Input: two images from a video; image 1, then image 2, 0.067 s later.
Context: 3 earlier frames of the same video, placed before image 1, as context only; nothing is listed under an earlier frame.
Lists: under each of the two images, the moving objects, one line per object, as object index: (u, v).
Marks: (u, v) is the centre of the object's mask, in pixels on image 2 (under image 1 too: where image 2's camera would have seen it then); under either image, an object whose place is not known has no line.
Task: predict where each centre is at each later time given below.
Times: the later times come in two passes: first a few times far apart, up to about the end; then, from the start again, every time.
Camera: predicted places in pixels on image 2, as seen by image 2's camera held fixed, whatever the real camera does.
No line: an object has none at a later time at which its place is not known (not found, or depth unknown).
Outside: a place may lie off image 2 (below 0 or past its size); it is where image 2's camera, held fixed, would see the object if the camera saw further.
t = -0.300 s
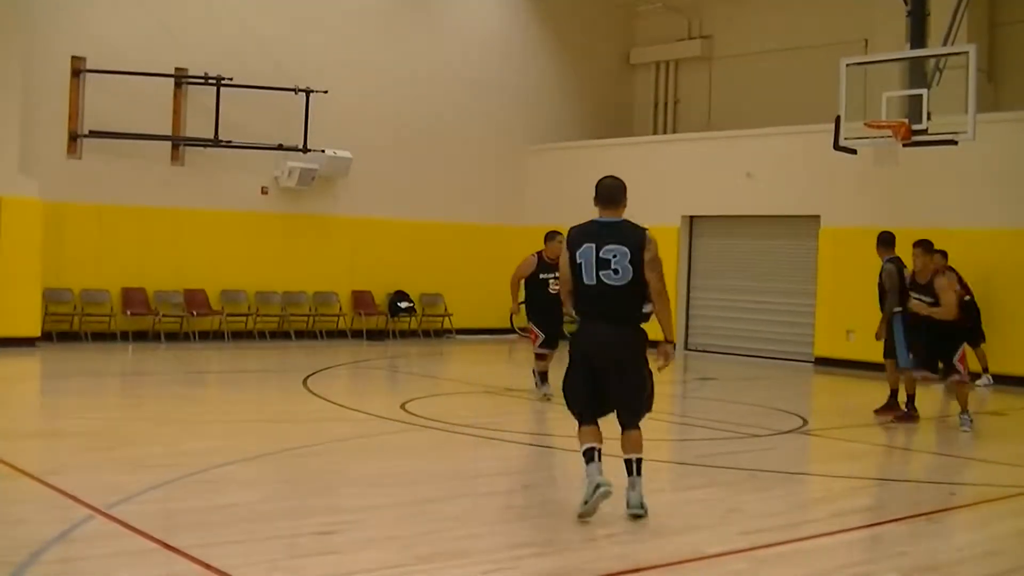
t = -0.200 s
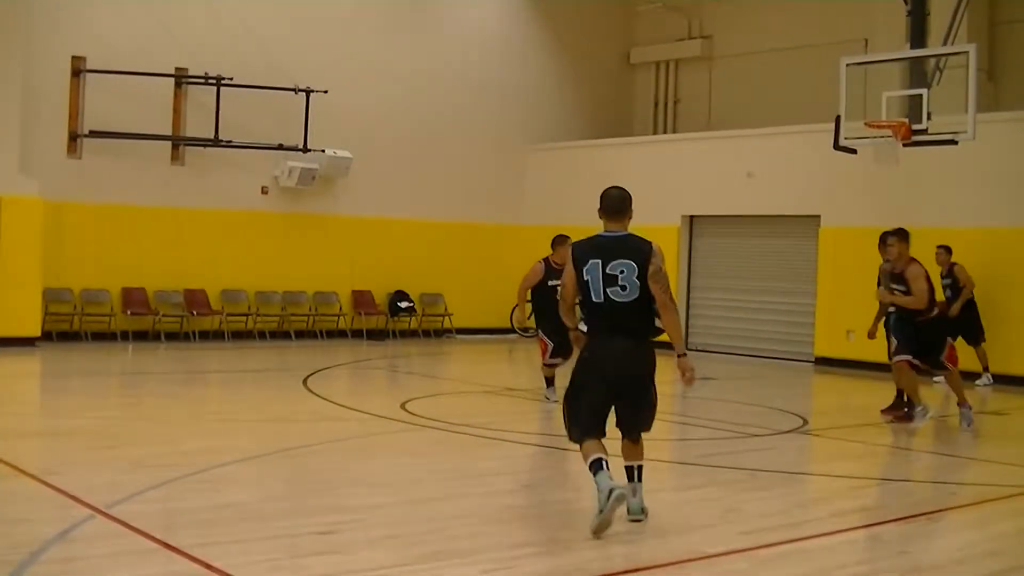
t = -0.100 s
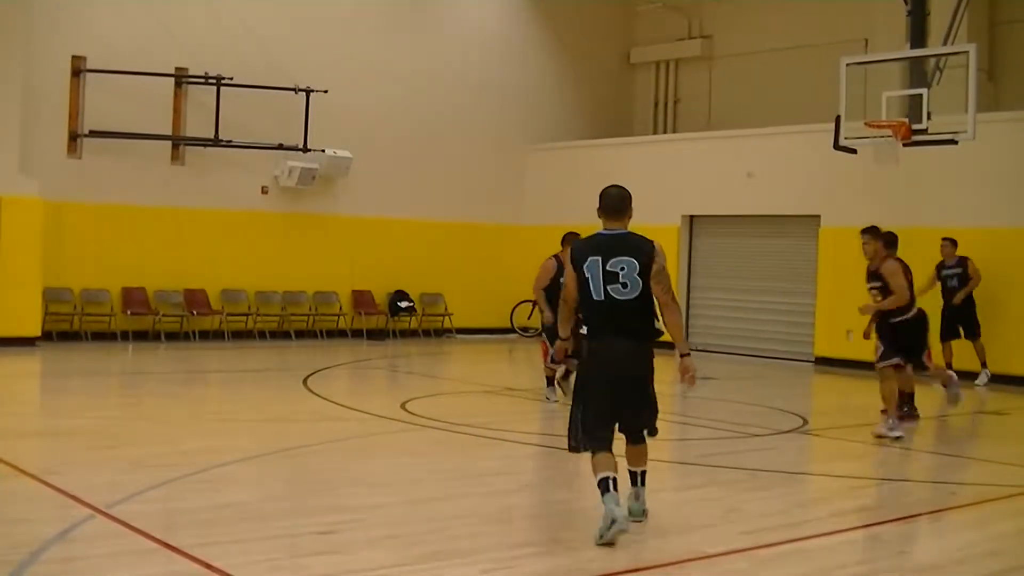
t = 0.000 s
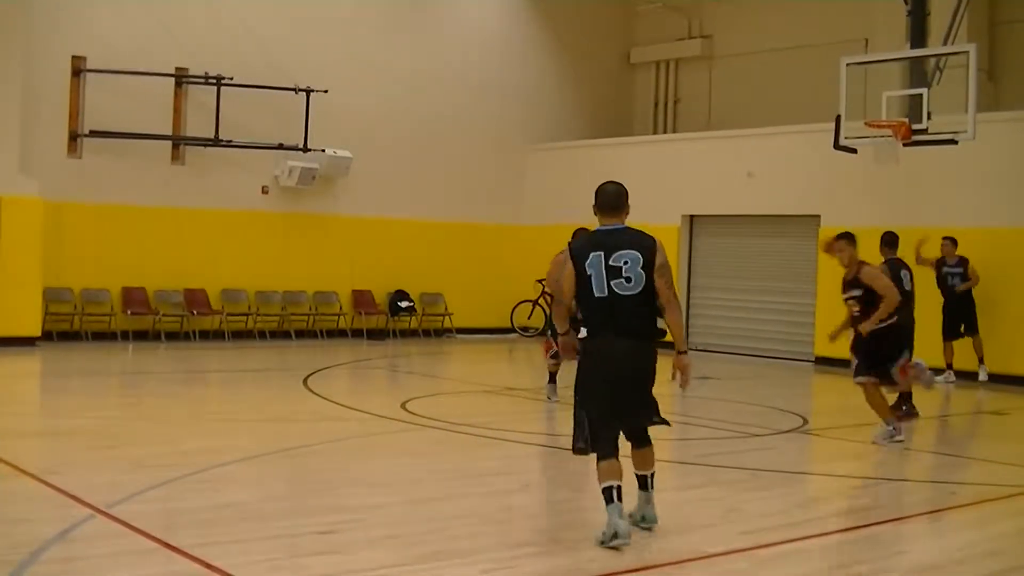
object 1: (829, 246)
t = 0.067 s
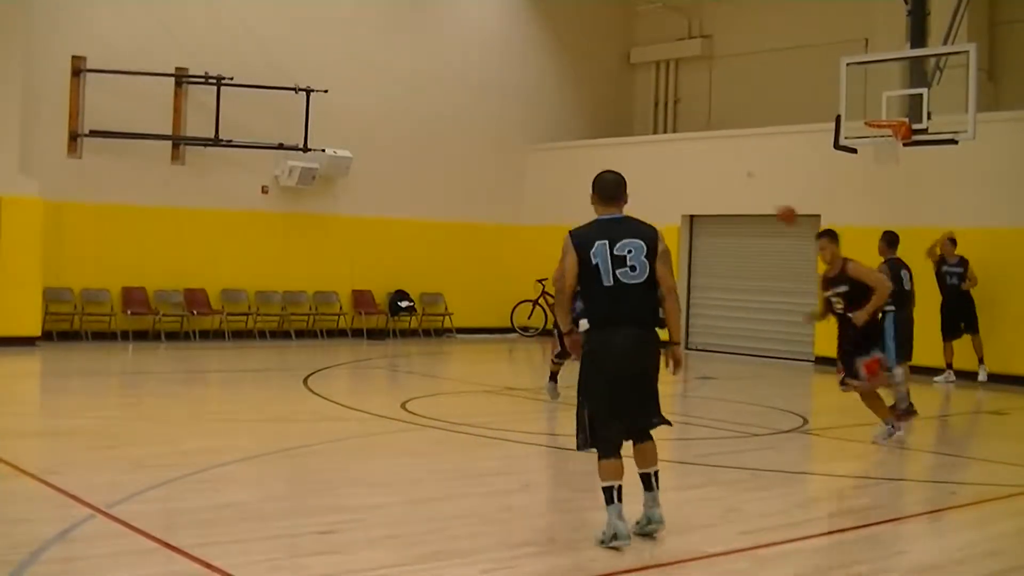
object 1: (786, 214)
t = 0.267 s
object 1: (639, 143)
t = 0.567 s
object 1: (370, 93)
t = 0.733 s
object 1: (202, 107)
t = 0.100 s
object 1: (763, 200)
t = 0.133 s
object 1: (739, 186)
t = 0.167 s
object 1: (715, 173)
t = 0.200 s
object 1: (690, 161)
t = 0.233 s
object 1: (663, 150)
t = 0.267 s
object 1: (639, 143)
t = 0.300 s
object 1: (611, 133)
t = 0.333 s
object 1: (583, 124)
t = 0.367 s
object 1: (554, 115)
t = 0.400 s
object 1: (526, 108)
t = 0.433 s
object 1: (496, 103)
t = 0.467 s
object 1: (465, 99)
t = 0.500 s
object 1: (435, 96)
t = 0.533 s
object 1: (402, 93)
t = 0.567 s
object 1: (370, 93)
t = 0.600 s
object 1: (337, 92)
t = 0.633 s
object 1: (304, 94)
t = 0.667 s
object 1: (269, 98)
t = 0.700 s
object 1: (236, 101)
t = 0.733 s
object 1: (202, 107)
